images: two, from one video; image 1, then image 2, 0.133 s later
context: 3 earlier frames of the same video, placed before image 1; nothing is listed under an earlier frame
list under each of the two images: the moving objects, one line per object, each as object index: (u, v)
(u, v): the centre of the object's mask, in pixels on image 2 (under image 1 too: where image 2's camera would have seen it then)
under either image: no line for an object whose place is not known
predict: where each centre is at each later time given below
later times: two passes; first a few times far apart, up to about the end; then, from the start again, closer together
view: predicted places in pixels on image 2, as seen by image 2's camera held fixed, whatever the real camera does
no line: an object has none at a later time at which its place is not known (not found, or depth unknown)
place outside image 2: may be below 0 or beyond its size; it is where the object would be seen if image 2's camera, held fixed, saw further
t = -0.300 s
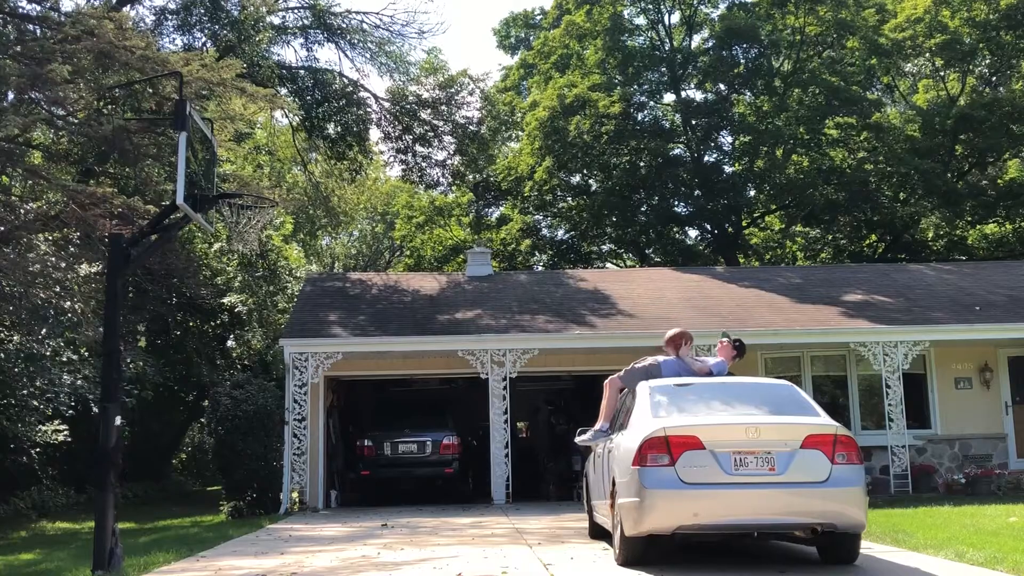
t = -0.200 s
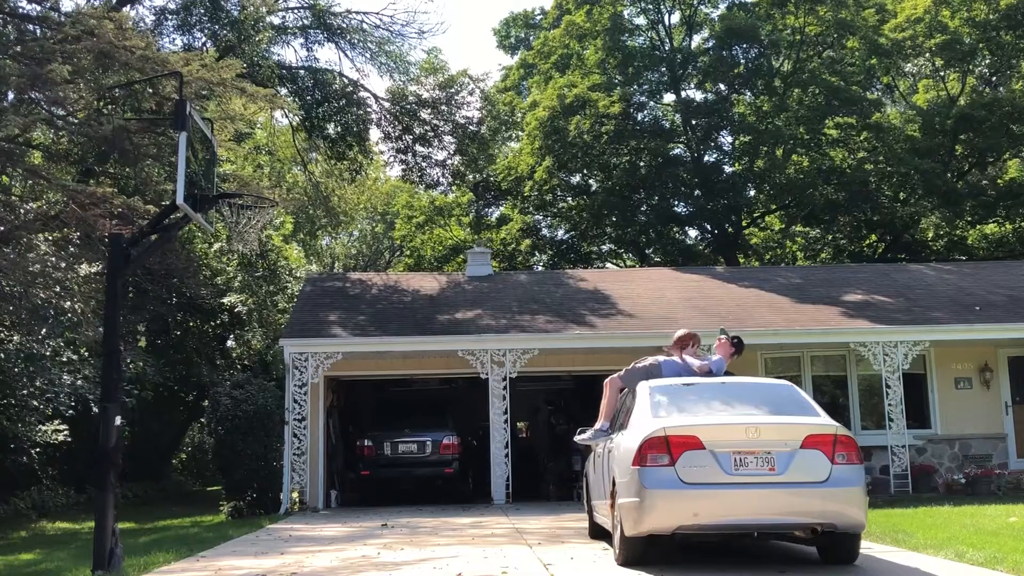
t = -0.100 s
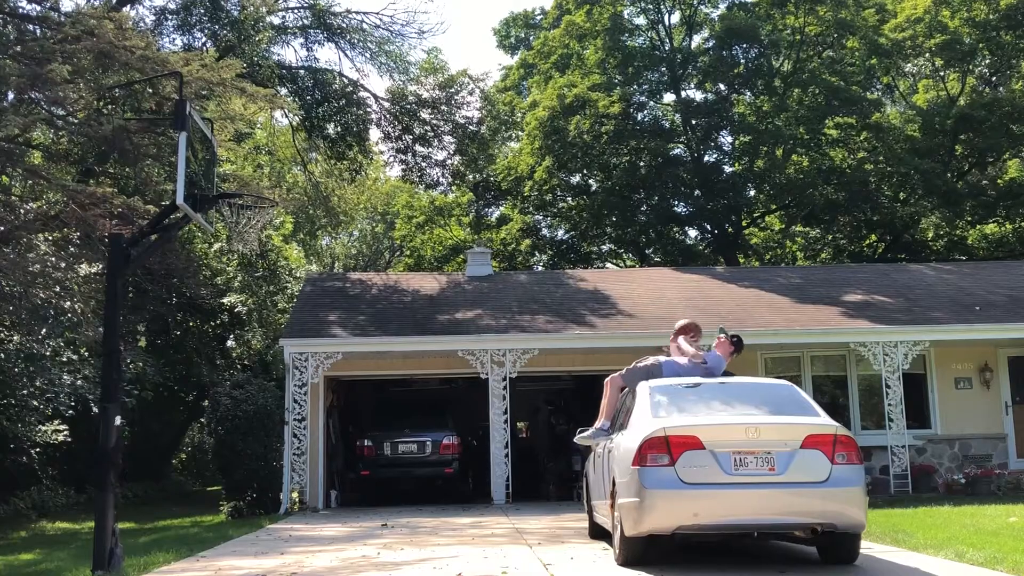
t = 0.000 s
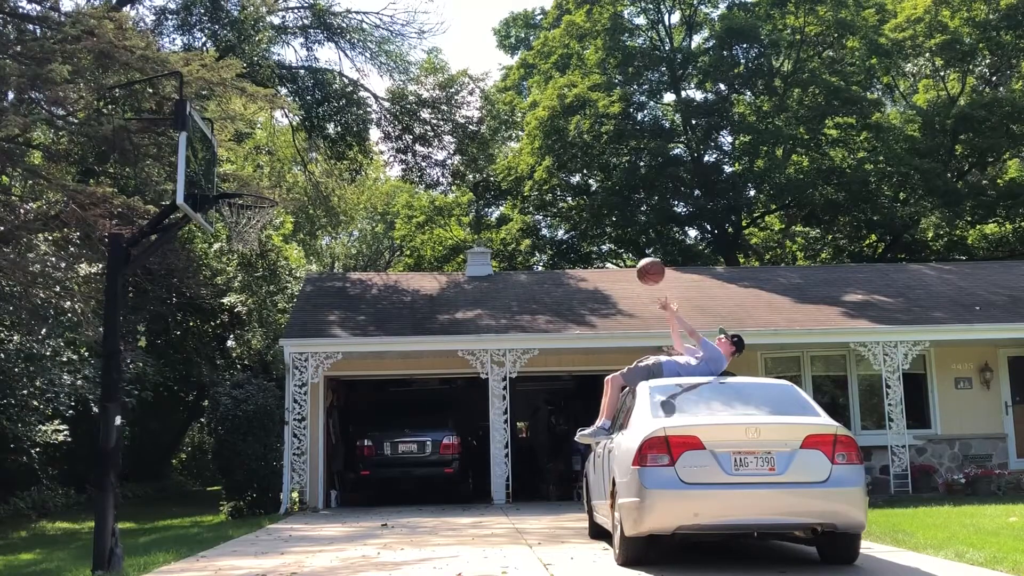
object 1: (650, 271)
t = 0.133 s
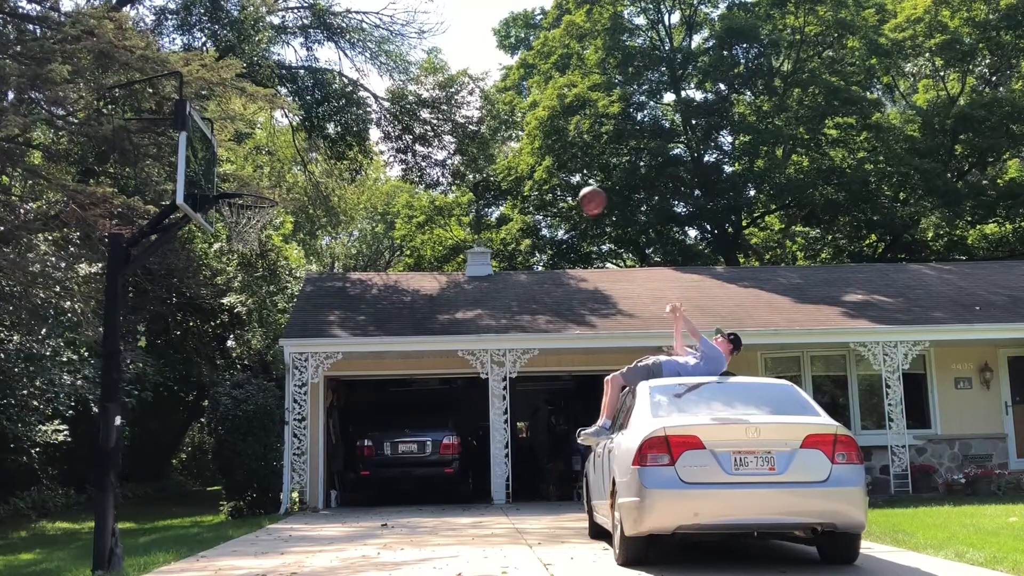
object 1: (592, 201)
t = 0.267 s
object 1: (535, 149)
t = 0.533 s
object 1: (428, 108)
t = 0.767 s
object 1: (333, 136)
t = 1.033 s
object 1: (233, 210)
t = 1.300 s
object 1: (243, 236)
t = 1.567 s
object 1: (252, 247)
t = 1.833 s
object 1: (237, 305)
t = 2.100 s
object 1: (220, 450)
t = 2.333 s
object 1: (207, 504)
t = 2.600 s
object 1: (194, 412)
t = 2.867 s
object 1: (177, 409)
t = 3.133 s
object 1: (160, 499)
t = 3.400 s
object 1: (145, 504)
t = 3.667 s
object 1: (131, 473)
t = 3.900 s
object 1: (116, 524)
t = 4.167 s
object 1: (50, 561)
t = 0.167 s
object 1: (578, 186)
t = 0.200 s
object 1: (563, 173)
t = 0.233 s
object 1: (551, 160)
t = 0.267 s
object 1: (535, 149)
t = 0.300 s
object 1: (522, 140)
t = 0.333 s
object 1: (509, 131)
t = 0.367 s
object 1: (494, 125)
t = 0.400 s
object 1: (482, 120)
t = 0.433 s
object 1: (468, 115)
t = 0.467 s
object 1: (455, 111)
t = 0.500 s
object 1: (441, 108)
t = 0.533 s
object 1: (428, 108)
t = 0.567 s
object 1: (414, 107)
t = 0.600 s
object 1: (401, 110)
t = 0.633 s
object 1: (387, 113)
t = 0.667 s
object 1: (375, 117)
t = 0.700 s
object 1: (361, 122)
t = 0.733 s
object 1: (346, 129)
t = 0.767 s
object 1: (333, 136)
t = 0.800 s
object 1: (320, 146)
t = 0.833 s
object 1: (306, 157)
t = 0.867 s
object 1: (293, 168)
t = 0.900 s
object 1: (278, 182)
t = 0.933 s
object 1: (267, 192)
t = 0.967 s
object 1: (256, 199)
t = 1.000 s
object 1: (247, 203)
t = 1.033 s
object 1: (233, 210)
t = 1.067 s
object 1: (228, 214)
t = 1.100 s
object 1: (227, 217)
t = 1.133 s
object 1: (227, 218)
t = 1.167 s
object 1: (227, 221)
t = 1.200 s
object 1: (229, 225)
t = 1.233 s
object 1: (236, 228)
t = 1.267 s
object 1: (239, 232)
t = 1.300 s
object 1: (243, 236)
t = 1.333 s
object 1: (247, 238)
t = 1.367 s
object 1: (250, 241)
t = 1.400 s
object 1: (253, 242)
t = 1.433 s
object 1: (254, 242)
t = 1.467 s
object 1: (254, 243)
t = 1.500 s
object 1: (254, 243)
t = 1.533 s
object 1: (253, 244)
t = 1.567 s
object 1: (252, 247)
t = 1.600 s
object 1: (251, 251)
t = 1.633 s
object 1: (249, 254)
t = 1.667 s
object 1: (247, 258)
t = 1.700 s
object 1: (245, 265)
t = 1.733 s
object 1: (243, 272)
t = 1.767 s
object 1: (242, 282)
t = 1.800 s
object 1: (239, 292)
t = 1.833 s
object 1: (237, 305)
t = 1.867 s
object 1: (235, 318)
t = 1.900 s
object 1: (233, 333)
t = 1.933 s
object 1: (230, 348)
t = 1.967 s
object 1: (229, 365)
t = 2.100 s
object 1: (220, 450)
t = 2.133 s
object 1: (219, 475)
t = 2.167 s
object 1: (217, 500)
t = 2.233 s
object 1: (211, 559)
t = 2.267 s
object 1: (210, 541)
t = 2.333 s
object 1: (207, 504)
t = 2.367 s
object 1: (206, 488)
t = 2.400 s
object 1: (204, 473)
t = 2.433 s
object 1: (202, 459)
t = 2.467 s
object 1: (201, 447)
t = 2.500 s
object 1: (198, 436)
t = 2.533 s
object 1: (197, 427)
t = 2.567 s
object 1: (195, 418)
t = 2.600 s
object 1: (194, 412)
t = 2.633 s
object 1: (191, 407)
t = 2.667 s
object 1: (190, 403)
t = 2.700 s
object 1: (188, 401)
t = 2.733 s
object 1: (186, 399)
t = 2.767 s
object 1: (184, 400)
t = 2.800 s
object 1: (182, 402)
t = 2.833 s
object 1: (180, 405)
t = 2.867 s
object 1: (177, 409)
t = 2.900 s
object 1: (175, 415)
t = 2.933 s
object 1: (173, 423)
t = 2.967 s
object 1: (170, 432)
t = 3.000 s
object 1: (168, 442)
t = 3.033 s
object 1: (166, 454)
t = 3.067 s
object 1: (164, 467)
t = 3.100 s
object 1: (162, 482)
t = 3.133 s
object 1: (160, 499)
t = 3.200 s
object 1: (153, 537)
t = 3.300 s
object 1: (149, 541)
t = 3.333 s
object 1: (147, 527)
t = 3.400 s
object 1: (145, 504)
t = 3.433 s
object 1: (142, 495)
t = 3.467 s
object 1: (141, 488)
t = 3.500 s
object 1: (138, 483)
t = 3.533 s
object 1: (136, 478)
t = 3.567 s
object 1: (135, 476)
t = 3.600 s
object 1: (134, 472)
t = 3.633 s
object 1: (132, 472)
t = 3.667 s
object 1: (131, 473)
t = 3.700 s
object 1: (128, 476)
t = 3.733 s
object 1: (126, 480)
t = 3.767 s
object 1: (124, 485)
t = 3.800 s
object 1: (122, 493)
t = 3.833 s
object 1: (120, 502)
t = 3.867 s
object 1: (118, 512)
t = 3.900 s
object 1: (116, 524)
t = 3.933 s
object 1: (113, 537)
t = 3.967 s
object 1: (111, 553)
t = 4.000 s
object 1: (109, 565)
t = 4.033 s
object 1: (100, 566)
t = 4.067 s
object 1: (88, 564)
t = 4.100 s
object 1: (75, 562)
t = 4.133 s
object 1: (62, 561)
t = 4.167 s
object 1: (50, 561)
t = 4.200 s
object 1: (37, 562)
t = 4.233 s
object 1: (24, 564)
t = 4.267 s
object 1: (14, 566)
